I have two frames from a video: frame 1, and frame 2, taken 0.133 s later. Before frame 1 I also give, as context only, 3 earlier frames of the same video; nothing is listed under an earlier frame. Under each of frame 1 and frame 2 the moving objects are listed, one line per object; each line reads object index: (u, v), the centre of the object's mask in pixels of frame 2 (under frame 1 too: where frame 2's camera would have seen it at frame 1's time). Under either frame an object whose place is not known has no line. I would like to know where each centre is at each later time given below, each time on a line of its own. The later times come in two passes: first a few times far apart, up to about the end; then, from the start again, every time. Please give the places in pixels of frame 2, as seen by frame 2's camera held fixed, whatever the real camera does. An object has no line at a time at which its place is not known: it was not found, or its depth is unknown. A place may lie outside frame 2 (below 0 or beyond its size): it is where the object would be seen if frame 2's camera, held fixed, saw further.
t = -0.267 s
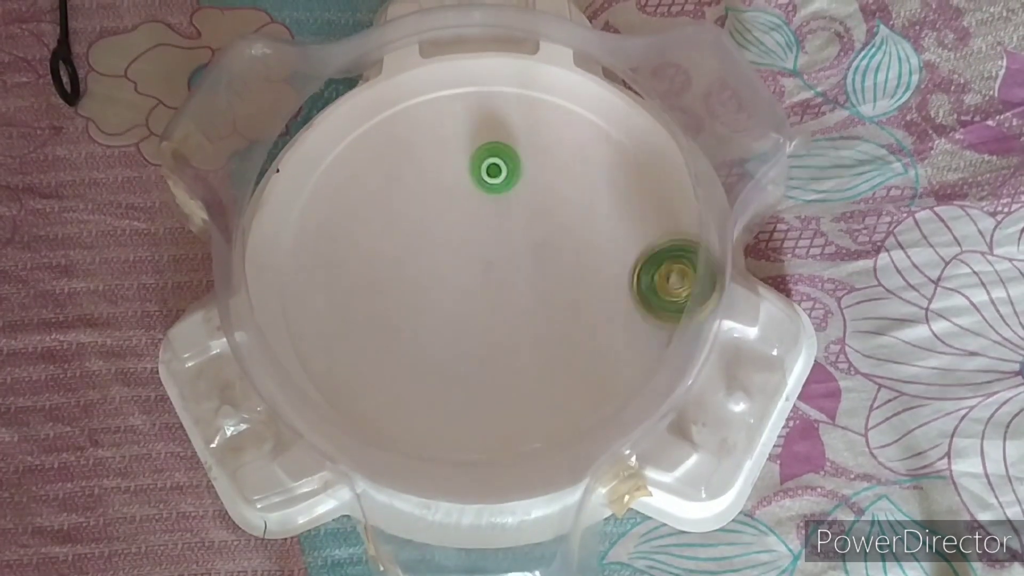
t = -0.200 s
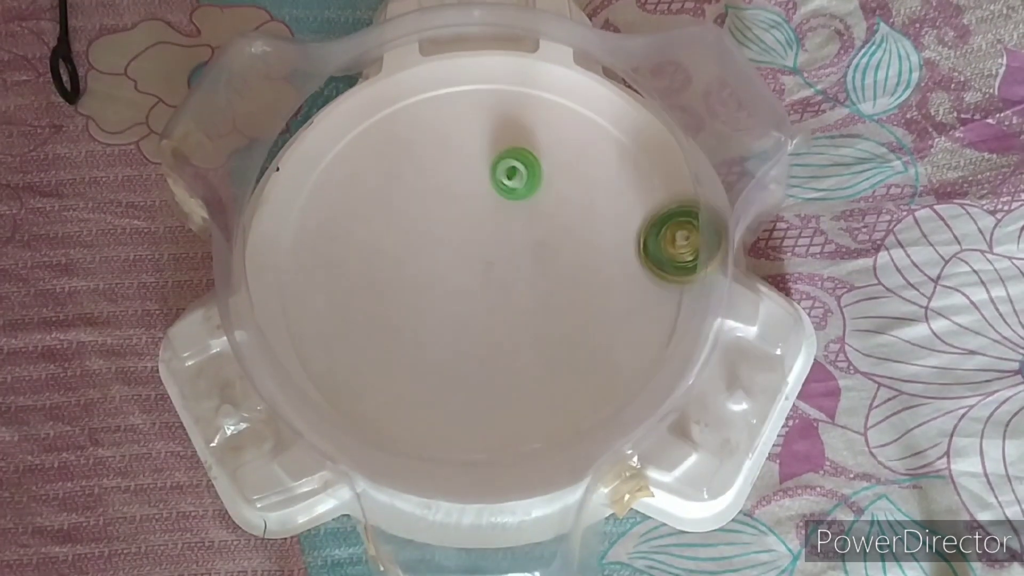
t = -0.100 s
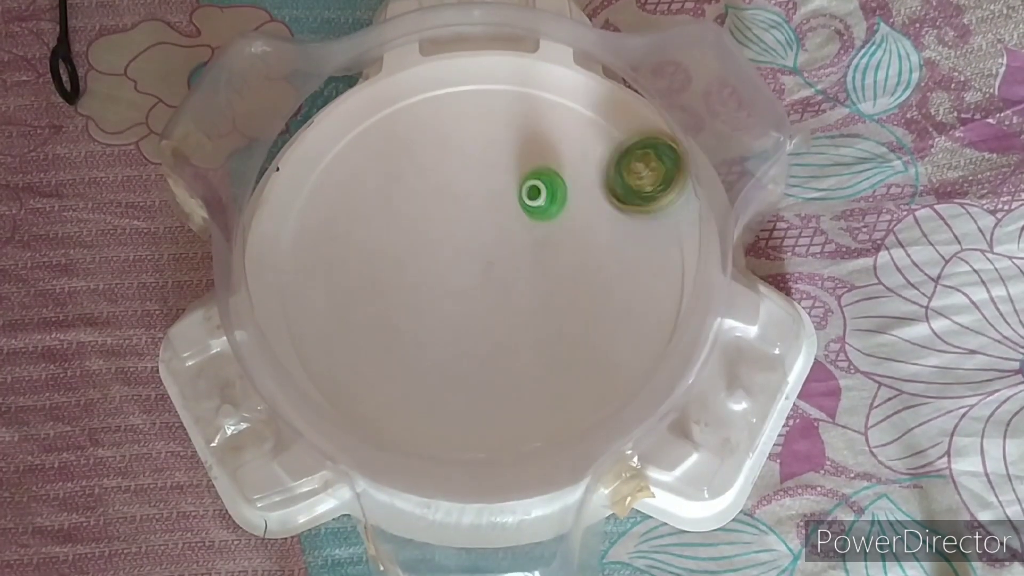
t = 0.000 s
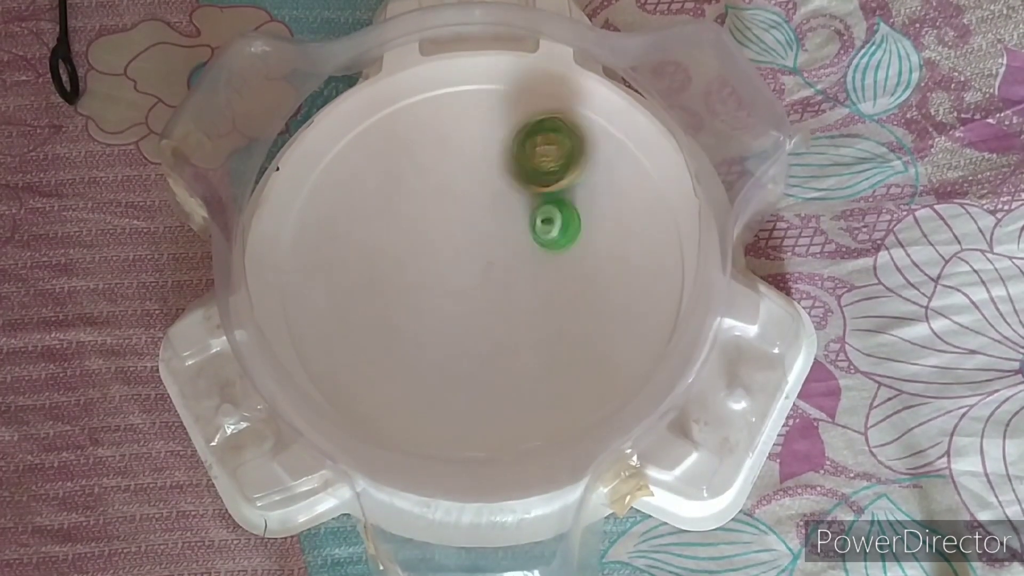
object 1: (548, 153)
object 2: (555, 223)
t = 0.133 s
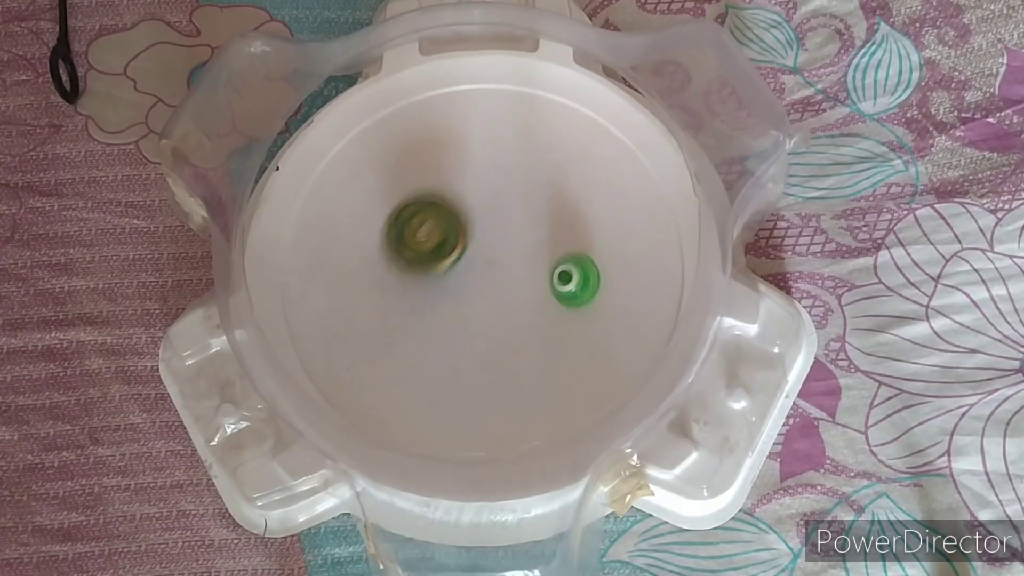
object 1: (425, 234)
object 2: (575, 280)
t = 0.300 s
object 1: (400, 405)
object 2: (559, 311)
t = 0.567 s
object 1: (594, 376)
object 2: (478, 296)
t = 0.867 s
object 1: (427, 147)
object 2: (391, 217)
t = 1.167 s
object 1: (273, 242)
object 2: (361, 264)
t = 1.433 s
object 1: (510, 280)
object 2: (502, 217)
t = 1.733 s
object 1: (585, 84)
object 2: (513, 186)
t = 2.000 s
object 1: (456, 213)
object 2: (566, 303)
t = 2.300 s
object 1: (583, 367)
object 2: (600, 434)
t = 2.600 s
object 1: (558, 217)
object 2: (517, 341)
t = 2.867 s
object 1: (370, 245)
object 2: (472, 260)
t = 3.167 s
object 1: (421, 375)
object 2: (481, 270)
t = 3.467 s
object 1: (552, 216)
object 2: (473, 263)
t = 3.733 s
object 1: (477, 79)
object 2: (475, 263)
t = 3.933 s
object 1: (397, 166)
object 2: (485, 264)
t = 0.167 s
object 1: (407, 268)
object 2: (575, 288)
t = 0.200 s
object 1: (395, 303)
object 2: (574, 295)
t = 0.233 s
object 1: (389, 336)
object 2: (570, 301)
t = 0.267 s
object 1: (390, 374)
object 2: (565, 307)
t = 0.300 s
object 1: (400, 405)
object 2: (559, 311)
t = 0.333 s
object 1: (416, 430)
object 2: (551, 314)
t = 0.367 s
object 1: (443, 450)
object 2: (543, 316)
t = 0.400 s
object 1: (473, 459)
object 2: (533, 316)
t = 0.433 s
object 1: (507, 463)
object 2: (523, 315)
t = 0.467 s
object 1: (542, 459)
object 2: (513, 312)
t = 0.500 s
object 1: (570, 436)
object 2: (501, 308)
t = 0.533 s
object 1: (581, 401)
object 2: (490, 304)
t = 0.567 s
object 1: (594, 376)
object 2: (478, 296)
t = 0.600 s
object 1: (598, 348)
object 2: (468, 289)
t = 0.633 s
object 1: (590, 312)
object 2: (458, 280)
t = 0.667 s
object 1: (575, 281)
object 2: (450, 271)
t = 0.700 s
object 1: (557, 252)
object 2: (444, 261)
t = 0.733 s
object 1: (535, 226)
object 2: (438, 249)
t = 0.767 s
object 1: (510, 204)
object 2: (432, 237)
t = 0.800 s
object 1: (482, 182)
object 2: (429, 225)
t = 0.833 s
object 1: (455, 164)
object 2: (413, 220)
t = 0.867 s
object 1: (427, 147)
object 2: (391, 217)
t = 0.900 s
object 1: (399, 136)
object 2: (373, 214)
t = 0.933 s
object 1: (370, 127)
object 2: (356, 218)
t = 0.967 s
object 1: (343, 127)
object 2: (345, 224)
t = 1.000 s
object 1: (324, 140)
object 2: (342, 231)
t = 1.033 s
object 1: (307, 154)
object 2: (339, 237)
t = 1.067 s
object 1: (294, 170)
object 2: (342, 245)
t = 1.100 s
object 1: (277, 190)
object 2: (344, 252)
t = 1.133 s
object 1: (273, 216)
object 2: (352, 258)
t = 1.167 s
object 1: (273, 242)
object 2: (361, 264)
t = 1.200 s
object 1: (287, 272)
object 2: (371, 266)
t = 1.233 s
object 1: (313, 297)
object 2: (385, 270)
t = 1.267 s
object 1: (346, 309)
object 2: (401, 272)
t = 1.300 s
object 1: (380, 314)
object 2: (420, 268)
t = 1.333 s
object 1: (415, 313)
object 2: (440, 261)
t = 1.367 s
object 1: (450, 306)
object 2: (463, 248)
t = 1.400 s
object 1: (480, 294)
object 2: (484, 232)
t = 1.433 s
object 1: (510, 280)
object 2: (502, 217)
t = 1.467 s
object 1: (537, 263)
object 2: (511, 202)
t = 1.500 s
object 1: (561, 241)
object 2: (516, 192)
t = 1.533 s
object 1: (580, 219)
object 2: (516, 186)
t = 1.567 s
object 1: (596, 194)
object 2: (515, 183)
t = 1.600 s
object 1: (608, 165)
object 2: (514, 183)
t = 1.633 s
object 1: (615, 136)
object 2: (513, 183)
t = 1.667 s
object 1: (611, 111)
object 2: (513, 184)
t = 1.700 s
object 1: (603, 92)
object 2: (514, 186)
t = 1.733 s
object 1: (585, 84)
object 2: (513, 186)
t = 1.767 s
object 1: (561, 83)
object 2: (512, 187)
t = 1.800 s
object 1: (537, 85)
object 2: (512, 187)
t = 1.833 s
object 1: (511, 96)
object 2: (512, 188)
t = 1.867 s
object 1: (490, 114)
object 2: (512, 188)
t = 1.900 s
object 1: (475, 137)
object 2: (514, 194)
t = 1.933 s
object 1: (463, 160)
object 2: (531, 235)
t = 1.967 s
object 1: (457, 187)
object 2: (549, 278)
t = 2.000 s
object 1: (456, 213)
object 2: (566, 303)
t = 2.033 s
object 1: (459, 242)
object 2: (582, 338)
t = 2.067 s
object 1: (465, 268)
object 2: (593, 355)
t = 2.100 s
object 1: (475, 291)
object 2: (598, 374)
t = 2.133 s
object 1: (489, 313)
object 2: (602, 393)
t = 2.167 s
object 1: (506, 334)
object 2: (601, 408)
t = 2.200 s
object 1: (525, 350)
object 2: (593, 412)
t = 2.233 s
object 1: (545, 362)
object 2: (590, 415)
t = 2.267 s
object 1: (564, 368)
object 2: (597, 429)
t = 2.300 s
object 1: (583, 367)
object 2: (600, 434)
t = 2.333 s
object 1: (602, 361)
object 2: (603, 428)
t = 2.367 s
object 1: (618, 346)
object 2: (601, 421)
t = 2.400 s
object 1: (631, 326)
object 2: (589, 405)
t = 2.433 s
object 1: (635, 306)
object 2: (582, 395)
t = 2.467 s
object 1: (631, 282)
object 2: (569, 382)
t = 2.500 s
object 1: (618, 260)
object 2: (556, 371)
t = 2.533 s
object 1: (602, 244)
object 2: (541, 362)
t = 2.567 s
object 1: (582, 228)
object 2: (528, 350)
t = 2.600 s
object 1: (558, 217)
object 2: (517, 341)
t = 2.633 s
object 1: (533, 211)
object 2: (507, 322)
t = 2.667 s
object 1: (508, 207)
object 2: (503, 302)
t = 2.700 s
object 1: (483, 207)
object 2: (499, 287)
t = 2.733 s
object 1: (459, 209)
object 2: (495, 277)
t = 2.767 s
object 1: (436, 214)
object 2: (489, 267)
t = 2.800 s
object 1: (413, 221)
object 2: (482, 260)
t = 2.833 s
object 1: (390, 232)
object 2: (476, 258)
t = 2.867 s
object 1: (370, 245)
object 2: (472, 260)
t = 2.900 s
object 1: (354, 261)
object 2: (471, 263)
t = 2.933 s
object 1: (342, 278)
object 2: (471, 265)
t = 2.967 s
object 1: (334, 298)
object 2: (471, 267)
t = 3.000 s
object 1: (332, 320)
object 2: (472, 268)
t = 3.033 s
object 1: (338, 340)
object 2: (473, 269)
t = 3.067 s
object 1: (352, 358)
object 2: (475, 270)
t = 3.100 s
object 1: (371, 370)
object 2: (477, 270)
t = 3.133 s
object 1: (396, 377)
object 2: (479, 270)
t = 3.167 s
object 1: (421, 375)
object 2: (481, 270)
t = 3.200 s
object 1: (446, 369)
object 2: (483, 268)
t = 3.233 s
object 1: (471, 358)
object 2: (484, 266)
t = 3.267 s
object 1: (490, 343)
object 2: (484, 264)
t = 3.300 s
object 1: (509, 325)
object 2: (482, 261)
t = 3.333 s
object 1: (522, 305)
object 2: (478, 258)
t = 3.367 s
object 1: (533, 283)
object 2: (475, 259)
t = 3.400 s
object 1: (542, 260)
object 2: (475, 261)
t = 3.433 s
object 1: (548, 238)
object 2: (474, 262)
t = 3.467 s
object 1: (552, 216)
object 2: (473, 263)
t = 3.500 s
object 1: (551, 193)
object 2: (473, 264)
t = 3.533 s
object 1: (548, 172)
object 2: (473, 265)
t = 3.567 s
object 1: (542, 150)
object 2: (474, 265)
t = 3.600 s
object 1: (535, 130)
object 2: (474, 266)
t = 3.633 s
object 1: (525, 112)
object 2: (474, 266)
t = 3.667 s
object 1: (511, 97)
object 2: (473, 265)
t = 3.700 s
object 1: (495, 85)
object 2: (474, 264)
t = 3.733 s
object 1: (477, 79)
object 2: (475, 263)
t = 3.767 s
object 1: (455, 87)
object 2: (476, 261)
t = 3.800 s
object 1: (435, 92)
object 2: (477, 260)
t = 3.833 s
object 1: (417, 105)
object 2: (479, 259)
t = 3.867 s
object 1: (404, 121)
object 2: (481, 260)
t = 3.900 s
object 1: (397, 144)
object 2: (483, 261)
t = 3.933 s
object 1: (397, 166)
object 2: (485, 264)
